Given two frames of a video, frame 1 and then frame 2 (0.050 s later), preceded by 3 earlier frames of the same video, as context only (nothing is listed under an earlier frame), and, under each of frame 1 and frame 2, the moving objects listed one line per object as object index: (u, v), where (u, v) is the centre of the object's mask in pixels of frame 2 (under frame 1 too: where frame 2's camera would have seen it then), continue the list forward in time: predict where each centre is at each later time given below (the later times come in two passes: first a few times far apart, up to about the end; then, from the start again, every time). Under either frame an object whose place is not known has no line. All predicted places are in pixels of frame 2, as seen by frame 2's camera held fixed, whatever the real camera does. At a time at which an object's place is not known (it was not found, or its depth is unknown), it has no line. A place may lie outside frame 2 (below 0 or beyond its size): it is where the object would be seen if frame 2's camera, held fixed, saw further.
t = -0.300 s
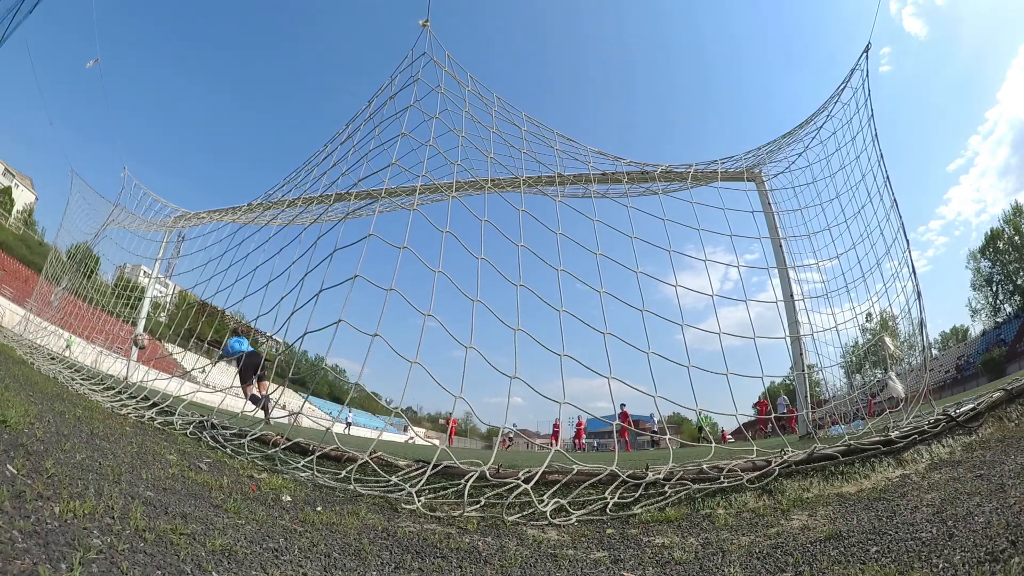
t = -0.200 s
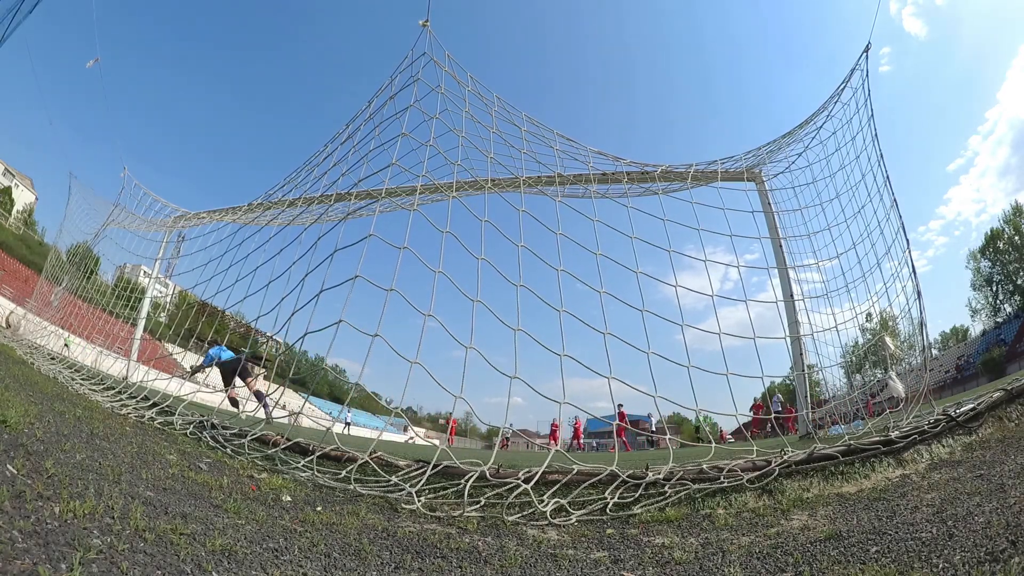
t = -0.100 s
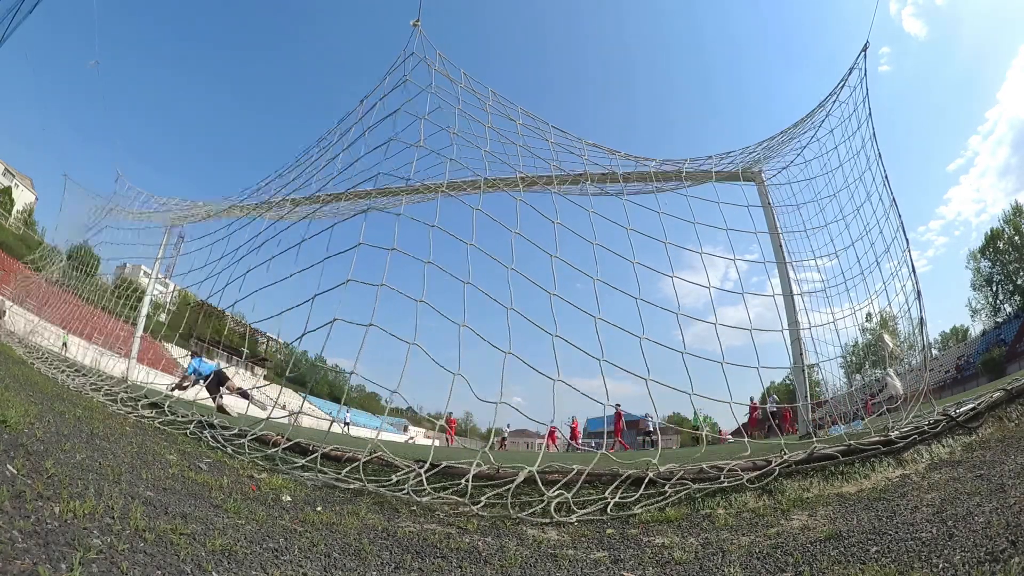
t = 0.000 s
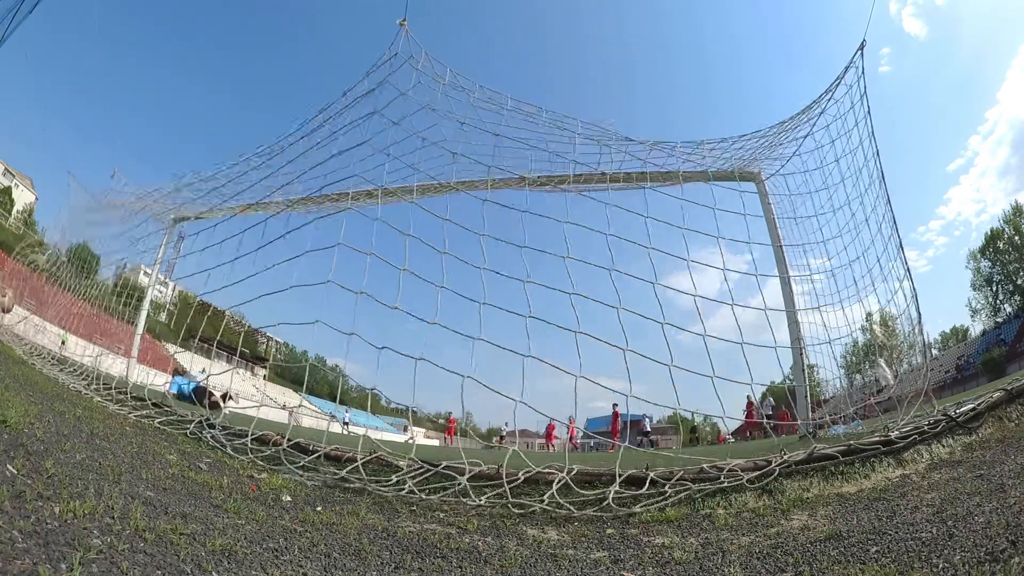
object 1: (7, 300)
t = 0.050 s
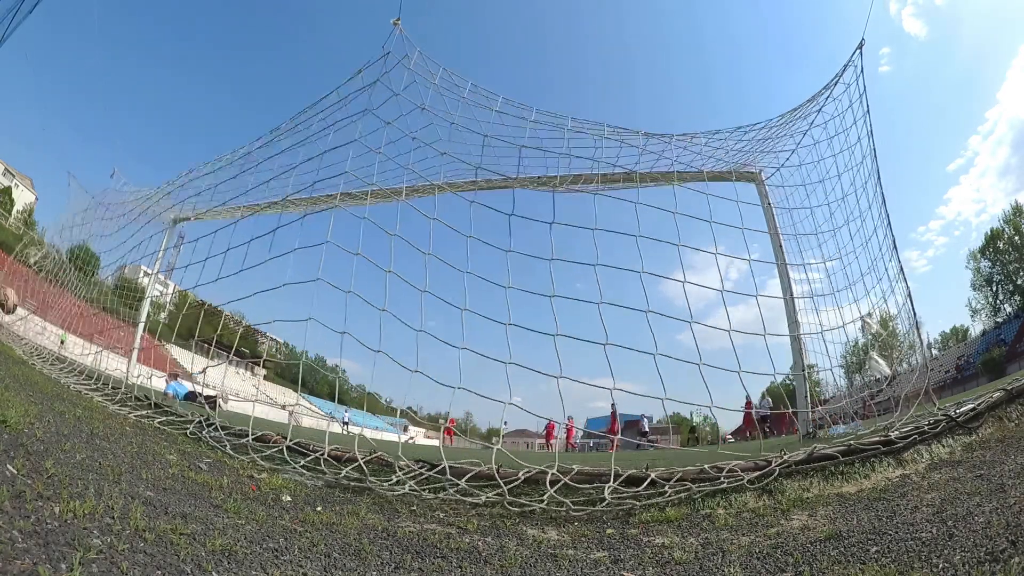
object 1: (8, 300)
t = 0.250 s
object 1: (15, 329)
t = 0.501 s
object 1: (10, 326)
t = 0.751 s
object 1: (23, 334)
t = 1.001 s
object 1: (54, 352)
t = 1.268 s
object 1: (115, 376)
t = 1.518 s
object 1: (162, 385)
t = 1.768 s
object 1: (177, 398)
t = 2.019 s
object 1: (193, 406)
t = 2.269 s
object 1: (229, 419)
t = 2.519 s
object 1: (274, 426)
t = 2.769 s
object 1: (316, 434)
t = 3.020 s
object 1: (345, 440)
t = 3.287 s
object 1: (352, 445)
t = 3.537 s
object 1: (351, 445)
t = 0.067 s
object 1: (9, 301)
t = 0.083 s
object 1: (9, 302)
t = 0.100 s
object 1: (10, 303)
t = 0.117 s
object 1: (11, 307)
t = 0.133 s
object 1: (12, 308)
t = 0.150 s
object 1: (13, 311)
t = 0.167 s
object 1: (13, 314)
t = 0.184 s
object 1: (14, 318)
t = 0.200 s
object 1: (14, 321)
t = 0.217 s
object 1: (15, 323)
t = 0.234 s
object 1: (15, 326)
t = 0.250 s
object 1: (15, 329)
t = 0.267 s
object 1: (16, 325)
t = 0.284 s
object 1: (15, 325)
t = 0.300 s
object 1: (15, 322)
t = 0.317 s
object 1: (15, 322)
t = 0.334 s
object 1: (14, 319)
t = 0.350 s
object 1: (13, 318)
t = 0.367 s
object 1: (13, 317)
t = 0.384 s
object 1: (13, 316)
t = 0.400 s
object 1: (12, 316)
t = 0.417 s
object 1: (12, 318)
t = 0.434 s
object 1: (12, 318)
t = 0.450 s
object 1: (12, 321)
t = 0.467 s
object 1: (11, 323)
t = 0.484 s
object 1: (11, 326)
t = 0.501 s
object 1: (10, 326)
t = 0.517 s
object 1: (10, 327)
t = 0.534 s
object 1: (11, 326)
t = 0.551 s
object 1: (11, 325)
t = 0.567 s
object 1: (12, 323)
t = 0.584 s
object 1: (13, 324)
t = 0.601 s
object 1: (13, 324)
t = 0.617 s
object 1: (14, 325)
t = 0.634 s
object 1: (14, 324)
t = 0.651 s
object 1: (17, 328)
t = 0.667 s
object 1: (16, 329)
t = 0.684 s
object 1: (17, 330)
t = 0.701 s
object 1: (17, 333)
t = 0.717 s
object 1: (18, 336)
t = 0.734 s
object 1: (20, 336)
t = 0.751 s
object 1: (23, 334)
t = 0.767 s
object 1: (24, 333)
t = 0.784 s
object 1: (26, 334)
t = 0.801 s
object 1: (27, 335)
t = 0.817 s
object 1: (29, 338)
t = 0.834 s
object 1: (32, 338)
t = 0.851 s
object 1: (34, 340)
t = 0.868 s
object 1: (35, 343)
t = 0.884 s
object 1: (36, 344)
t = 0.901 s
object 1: (38, 345)
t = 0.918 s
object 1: (39, 346)
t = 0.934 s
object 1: (42, 346)
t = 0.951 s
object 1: (45, 349)
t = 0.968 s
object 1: (49, 350)
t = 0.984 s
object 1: (51, 351)
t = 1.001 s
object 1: (54, 352)
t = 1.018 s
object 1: (57, 354)
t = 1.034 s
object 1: (60, 356)
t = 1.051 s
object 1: (64, 358)
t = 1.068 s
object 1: (67, 358)
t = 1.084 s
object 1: (71, 359)
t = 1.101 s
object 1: (75, 360)
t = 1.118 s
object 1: (78, 363)
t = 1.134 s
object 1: (81, 366)
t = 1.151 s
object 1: (86, 367)
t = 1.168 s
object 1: (90, 366)
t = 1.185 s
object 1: (94, 368)
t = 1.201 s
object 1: (99, 369)
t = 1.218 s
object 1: (102, 371)
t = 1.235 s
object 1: (105, 373)
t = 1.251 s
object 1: (111, 374)
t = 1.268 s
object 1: (115, 376)
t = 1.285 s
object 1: (119, 377)
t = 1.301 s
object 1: (122, 377)
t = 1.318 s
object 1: (126, 378)
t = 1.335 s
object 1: (130, 379)
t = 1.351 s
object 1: (132, 379)
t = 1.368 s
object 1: (134, 380)
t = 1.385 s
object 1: (136, 381)
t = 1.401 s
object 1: (139, 381)
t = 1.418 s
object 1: (142, 381)
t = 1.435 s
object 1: (144, 382)
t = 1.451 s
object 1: (146, 383)
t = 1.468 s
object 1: (148, 384)
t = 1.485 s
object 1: (159, 386)
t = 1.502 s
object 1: (163, 386)
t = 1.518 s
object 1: (162, 385)
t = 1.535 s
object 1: (165, 386)
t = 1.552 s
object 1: (166, 387)
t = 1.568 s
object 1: (167, 385)
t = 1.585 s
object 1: (168, 388)
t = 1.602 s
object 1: (168, 388)
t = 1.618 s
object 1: (171, 389)
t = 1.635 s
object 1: (172, 389)
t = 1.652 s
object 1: (173, 391)
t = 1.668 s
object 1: (173, 392)
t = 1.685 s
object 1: (173, 393)
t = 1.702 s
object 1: (175, 394)
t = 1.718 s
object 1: (172, 393)
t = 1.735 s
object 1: (175, 394)
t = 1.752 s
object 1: (176, 395)
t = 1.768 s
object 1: (177, 398)
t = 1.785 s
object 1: (177, 399)
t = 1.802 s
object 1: (177, 399)
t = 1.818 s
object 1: (177, 400)
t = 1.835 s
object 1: (178, 400)
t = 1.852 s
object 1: (179, 401)
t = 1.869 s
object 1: (178, 402)
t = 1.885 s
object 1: (180, 402)
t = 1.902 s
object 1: (180, 403)
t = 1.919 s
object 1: (182, 404)
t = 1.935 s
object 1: (185, 405)
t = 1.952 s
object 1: (186, 406)
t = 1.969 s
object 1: (189, 405)
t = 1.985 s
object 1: (190, 405)
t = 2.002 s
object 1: (191, 405)
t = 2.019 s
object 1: (193, 406)
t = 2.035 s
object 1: (194, 406)
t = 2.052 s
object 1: (197, 407)
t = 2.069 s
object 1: (198, 408)
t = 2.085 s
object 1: (199, 409)
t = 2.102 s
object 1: (203, 411)
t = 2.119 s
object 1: (205, 412)
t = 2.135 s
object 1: (207, 412)
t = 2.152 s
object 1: (210, 413)
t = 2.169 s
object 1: (212, 413)
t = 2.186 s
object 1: (214, 414)
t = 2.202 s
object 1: (217, 415)
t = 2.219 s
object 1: (220, 416)
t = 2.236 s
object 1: (223, 417)
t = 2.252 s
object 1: (227, 418)
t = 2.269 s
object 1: (229, 419)
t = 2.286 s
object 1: (232, 419)
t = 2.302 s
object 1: (235, 419)
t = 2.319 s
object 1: (238, 419)
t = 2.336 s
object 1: (240, 420)
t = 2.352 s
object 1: (243, 421)
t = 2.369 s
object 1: (246, 421)
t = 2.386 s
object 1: (249, 422)
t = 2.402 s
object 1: (253, 423)
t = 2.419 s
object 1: (257, 423)
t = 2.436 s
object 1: (259, 424)
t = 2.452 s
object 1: (262, 425)
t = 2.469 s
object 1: (266, 425)
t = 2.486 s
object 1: (268, 425)
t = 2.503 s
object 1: (272, 426)
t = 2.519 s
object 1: (274, 426)
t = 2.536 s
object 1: (277, 427)
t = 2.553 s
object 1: (280, 427)
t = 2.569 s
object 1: (283, 428)
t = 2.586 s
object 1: (287, 429)
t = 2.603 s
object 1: (290, 429)
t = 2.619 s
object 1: (293, 430)
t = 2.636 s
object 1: (296, 431)
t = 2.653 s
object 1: (299, 430)
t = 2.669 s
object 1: (301, 432)
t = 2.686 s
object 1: (304, 432)
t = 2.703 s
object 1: (307, 433)
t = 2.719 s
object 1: (310, 433)
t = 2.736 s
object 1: (312, 434)
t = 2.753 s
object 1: (314, 434)
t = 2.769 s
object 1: (316, 434)
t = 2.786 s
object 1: (318, 434)
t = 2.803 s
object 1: (320, 434)
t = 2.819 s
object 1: (323, 435)
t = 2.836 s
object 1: (325, 436)
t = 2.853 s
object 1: (326, 437)
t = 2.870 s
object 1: (328, 437)
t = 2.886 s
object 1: (330, 437)
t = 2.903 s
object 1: (332, 438)
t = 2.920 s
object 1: (334, 438)
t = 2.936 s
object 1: (336, 439)
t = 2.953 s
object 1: (338, 439)
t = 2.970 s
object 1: (341, 438)
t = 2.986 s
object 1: (343, 439)
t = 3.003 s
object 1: (344, 440)
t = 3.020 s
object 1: (345, 440)
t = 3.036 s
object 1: (346, 440)
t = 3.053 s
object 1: (347, 440)
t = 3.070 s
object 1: (348, 441)
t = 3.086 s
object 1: (349, 441)
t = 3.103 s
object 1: (349, 441)
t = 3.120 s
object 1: (350, 442)
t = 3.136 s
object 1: (350, 442)
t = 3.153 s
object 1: (351, 443)
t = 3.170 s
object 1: (351, 443)
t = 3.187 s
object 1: (351, 443)
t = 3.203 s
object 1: (351, 444)
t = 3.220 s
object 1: (352, 444)
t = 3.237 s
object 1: (352, 444)
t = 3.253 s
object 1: (352, 444)
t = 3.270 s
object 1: (352, 445)
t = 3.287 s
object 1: (352, 445)
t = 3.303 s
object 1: (352, 444)
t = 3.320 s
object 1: (352, 444)
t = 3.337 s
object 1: (352, 444)
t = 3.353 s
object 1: (352, 445)
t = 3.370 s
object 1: (352, 445)
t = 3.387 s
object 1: (352, 445)
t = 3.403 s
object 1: (352, 445)
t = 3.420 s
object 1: (352, 445)
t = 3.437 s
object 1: (352, 445)
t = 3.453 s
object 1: (352, 445)
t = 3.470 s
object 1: (352, 445)
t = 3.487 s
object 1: (352, 445)
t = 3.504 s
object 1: (351, 445)
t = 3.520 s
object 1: (351, 445)
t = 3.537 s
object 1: (351, 445)
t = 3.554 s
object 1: (351, 445)
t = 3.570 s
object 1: (351, 445)
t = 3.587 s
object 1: (351, 445)
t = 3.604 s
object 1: (351, 444)
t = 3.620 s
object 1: (351, 444)
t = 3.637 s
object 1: (351, 445)
